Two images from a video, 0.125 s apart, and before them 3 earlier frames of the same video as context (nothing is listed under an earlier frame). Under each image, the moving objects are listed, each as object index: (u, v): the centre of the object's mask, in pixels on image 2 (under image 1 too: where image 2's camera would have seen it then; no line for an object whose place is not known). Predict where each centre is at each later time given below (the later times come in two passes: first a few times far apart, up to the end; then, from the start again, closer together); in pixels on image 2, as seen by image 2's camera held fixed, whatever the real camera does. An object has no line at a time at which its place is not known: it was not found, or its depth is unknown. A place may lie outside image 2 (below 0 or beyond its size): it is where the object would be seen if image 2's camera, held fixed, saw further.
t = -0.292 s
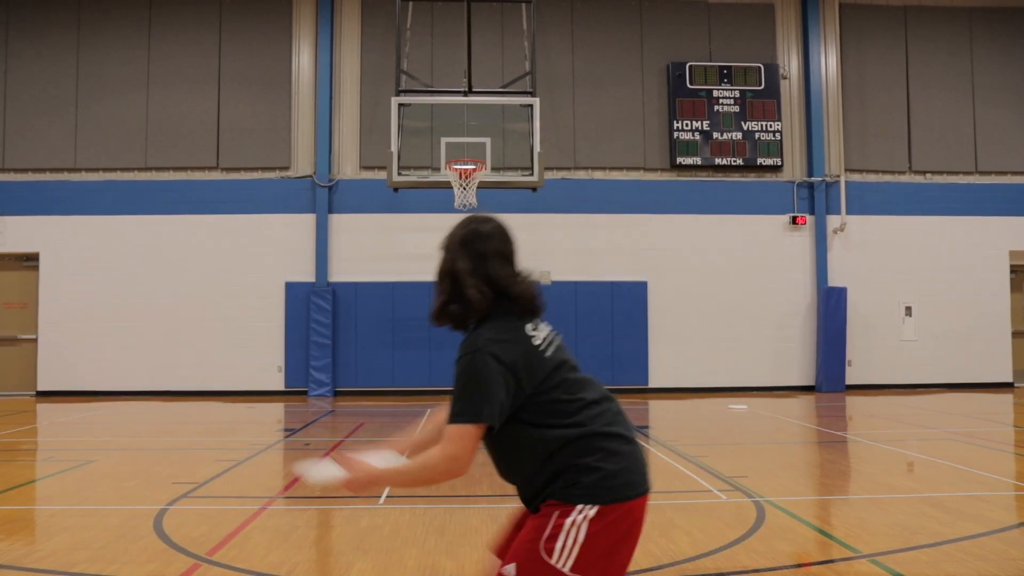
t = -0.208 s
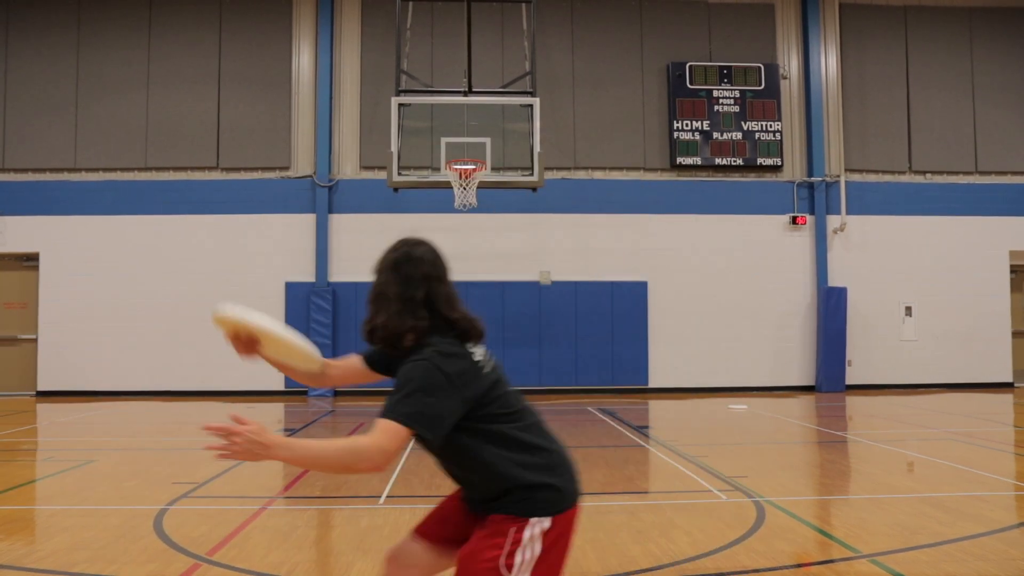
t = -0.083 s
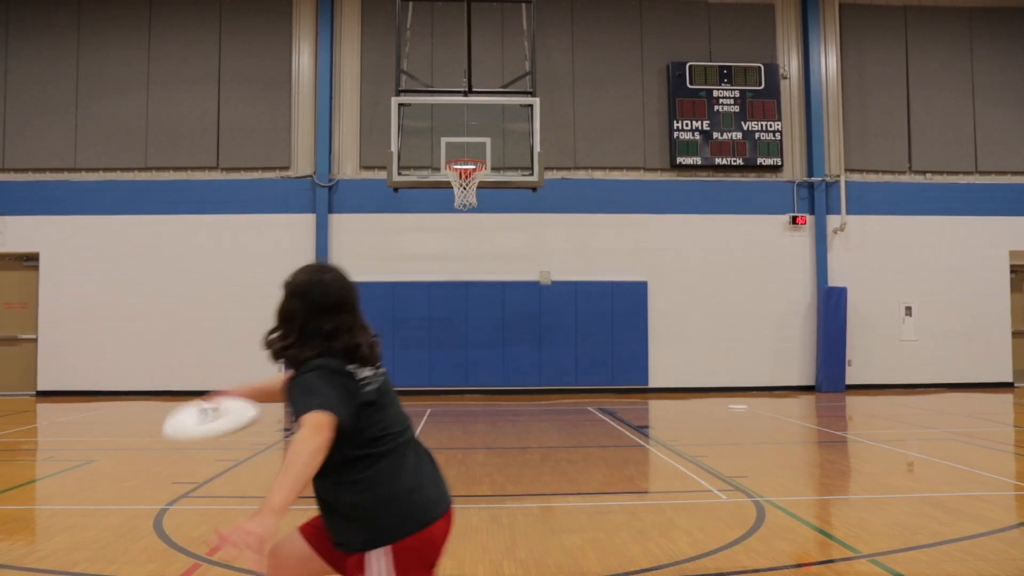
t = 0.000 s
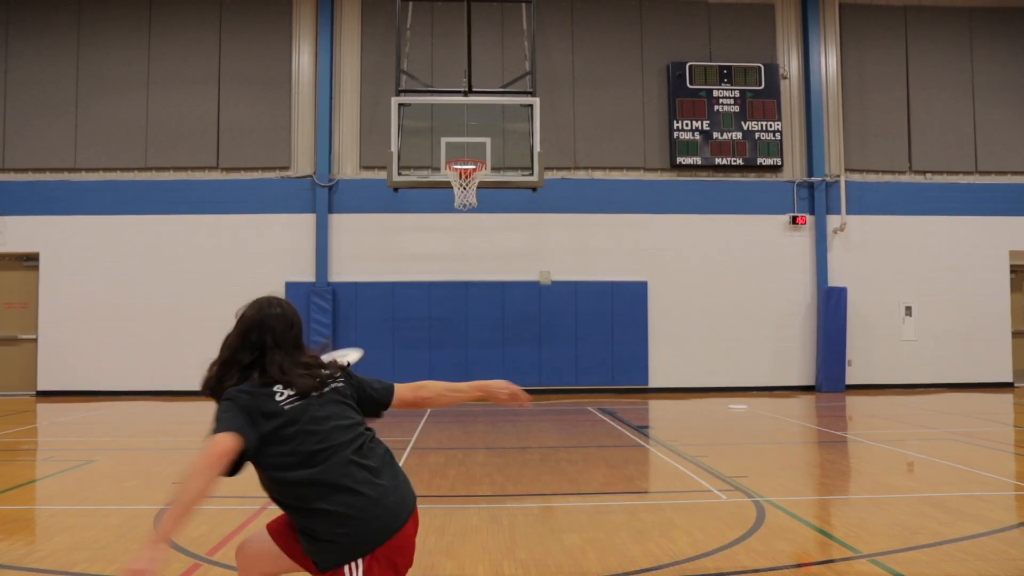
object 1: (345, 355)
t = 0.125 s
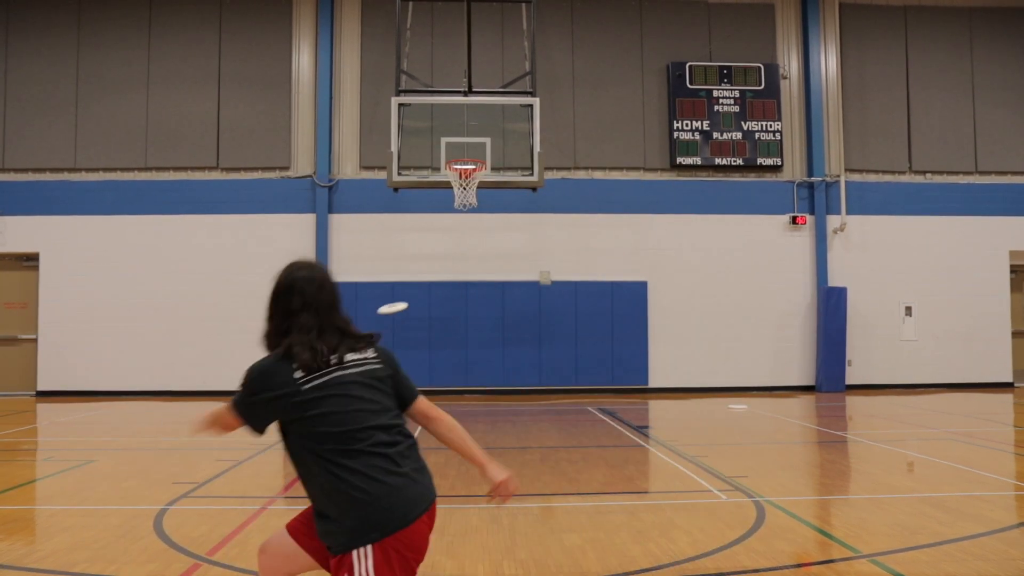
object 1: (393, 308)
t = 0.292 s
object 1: (410, 289)
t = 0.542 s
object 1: (359, 321)
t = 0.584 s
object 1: (339, 339)
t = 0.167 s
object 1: (400, 300)
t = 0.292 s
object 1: (410, 289)
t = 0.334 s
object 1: (411, 288)
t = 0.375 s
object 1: (411, 288)
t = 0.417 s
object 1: (410, 289)
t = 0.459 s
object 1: (395, 295)
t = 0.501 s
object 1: (377, 307)
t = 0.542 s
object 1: (359, 321)
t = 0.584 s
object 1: (339, 339)
